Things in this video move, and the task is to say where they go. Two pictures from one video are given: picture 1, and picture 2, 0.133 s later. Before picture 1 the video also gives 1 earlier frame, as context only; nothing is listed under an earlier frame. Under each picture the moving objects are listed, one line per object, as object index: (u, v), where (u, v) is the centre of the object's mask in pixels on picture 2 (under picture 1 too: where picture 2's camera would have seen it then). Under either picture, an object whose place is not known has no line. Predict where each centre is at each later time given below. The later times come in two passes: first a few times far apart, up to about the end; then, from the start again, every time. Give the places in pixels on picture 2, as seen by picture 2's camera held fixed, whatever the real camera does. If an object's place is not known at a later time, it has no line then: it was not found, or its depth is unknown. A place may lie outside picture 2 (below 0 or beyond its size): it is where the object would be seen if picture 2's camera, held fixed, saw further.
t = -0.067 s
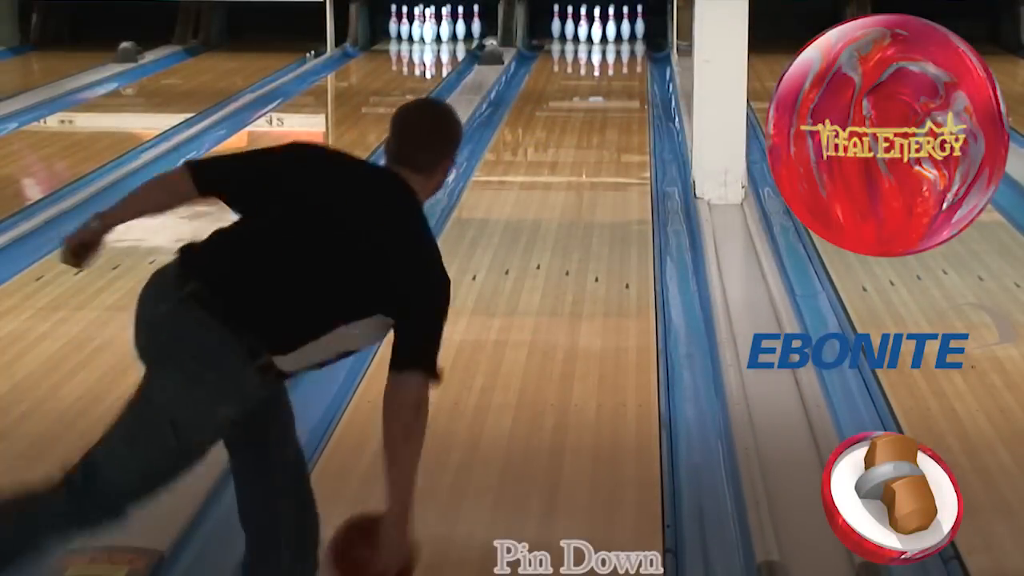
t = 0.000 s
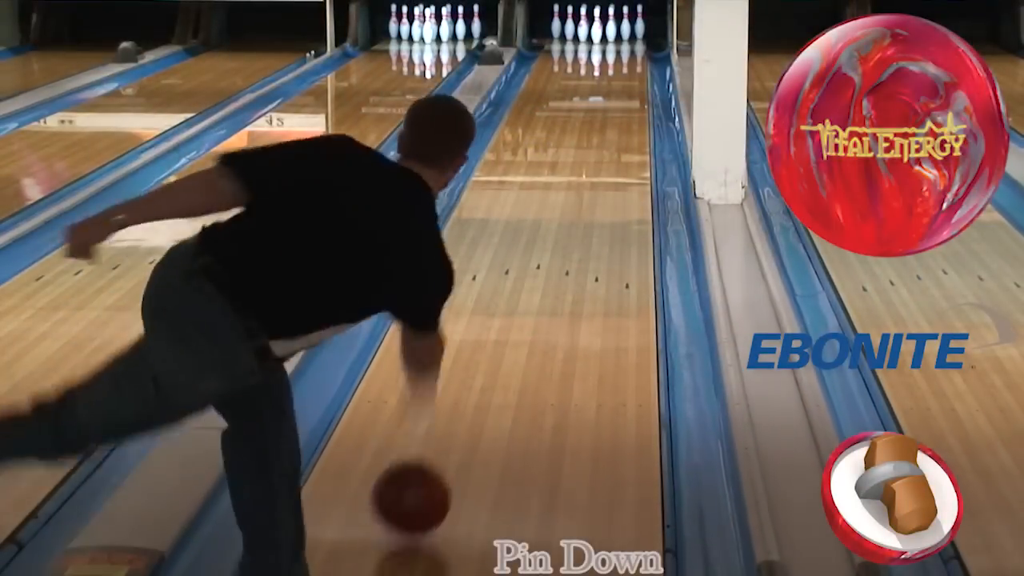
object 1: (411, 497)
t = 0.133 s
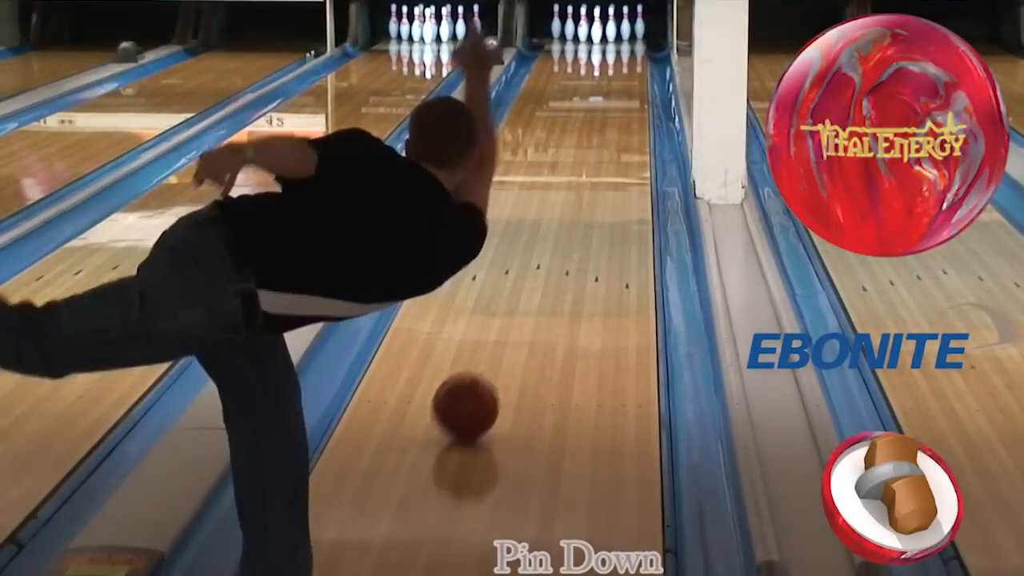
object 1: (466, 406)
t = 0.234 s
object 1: (496, 351)
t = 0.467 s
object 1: (547, 256)
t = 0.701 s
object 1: (580, 195)
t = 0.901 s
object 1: (599, 155)
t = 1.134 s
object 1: (613, 119)
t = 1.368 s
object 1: (622, 93)
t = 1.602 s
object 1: (625, 73)
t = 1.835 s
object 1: (621, 56)
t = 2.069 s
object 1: (612, 43)
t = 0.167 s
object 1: (477, 387)
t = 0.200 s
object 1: (487, 368)
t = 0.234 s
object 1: (496, 351)
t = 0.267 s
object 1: (505, 334)
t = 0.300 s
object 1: (513, 319)
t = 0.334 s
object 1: (521, 305)
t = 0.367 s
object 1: (528, 291)
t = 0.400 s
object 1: (534, 279)
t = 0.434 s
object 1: (541, 267)
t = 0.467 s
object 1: (547, 256)
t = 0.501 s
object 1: (552, 246)
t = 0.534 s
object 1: (557, 237)
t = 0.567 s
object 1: (562, 227)
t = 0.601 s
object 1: (567, 219)
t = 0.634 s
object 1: (572, 210)
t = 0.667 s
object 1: (576, 202)
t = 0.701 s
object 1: (580, 195)
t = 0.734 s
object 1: (584, 187)
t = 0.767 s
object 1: (587, 180)
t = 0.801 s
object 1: (590, 174)
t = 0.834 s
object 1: (594, 167)
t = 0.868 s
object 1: (596, 160)
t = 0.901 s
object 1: (599, 155)
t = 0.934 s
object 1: (602, 149)
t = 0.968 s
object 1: (604, 144)
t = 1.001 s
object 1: (607, 139)
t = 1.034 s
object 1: (608, 133)
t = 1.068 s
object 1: (610, 129)
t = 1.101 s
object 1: (612, 125)
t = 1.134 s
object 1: (613, 119)
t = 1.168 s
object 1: (615, 115)
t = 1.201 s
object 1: (617, 111)
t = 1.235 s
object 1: (618, 109)
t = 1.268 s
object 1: (619, 104)
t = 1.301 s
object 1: (620, 100)
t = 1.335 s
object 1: (621, 97)
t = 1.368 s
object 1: (622, 93)
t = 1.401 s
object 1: (623, 90)
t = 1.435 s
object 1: (623, 87)
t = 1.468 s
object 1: (624, 84)
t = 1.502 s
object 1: (625, 82)
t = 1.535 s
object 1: (625, 79)
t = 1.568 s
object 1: (625, 76)
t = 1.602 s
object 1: (625, 73)
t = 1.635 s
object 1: (625, 70)
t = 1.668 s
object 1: (624, 68)
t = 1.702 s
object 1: (624, 65)
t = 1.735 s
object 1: (624, 63)
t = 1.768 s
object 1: (623, 61)
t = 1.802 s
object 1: (622, 58)
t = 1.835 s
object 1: (621, 56)
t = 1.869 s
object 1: (620, 53)
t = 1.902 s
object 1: (619, 52)
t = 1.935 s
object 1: (617, 50)
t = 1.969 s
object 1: (616, 48)
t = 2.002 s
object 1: (615, 46)
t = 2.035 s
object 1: (613, 44)
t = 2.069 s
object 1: (612, 43)
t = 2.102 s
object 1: (610, 41)
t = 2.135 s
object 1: (608, 39)
